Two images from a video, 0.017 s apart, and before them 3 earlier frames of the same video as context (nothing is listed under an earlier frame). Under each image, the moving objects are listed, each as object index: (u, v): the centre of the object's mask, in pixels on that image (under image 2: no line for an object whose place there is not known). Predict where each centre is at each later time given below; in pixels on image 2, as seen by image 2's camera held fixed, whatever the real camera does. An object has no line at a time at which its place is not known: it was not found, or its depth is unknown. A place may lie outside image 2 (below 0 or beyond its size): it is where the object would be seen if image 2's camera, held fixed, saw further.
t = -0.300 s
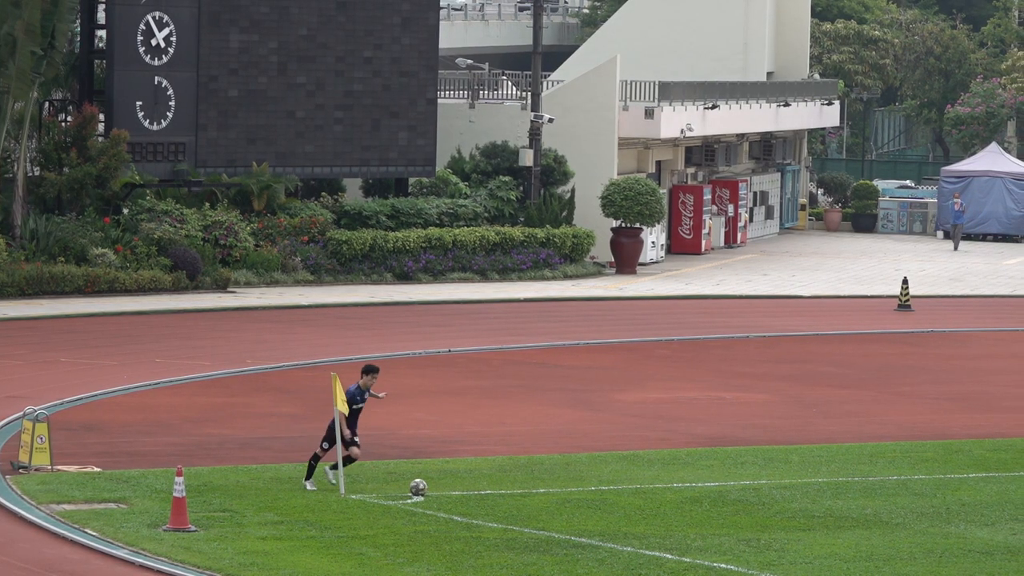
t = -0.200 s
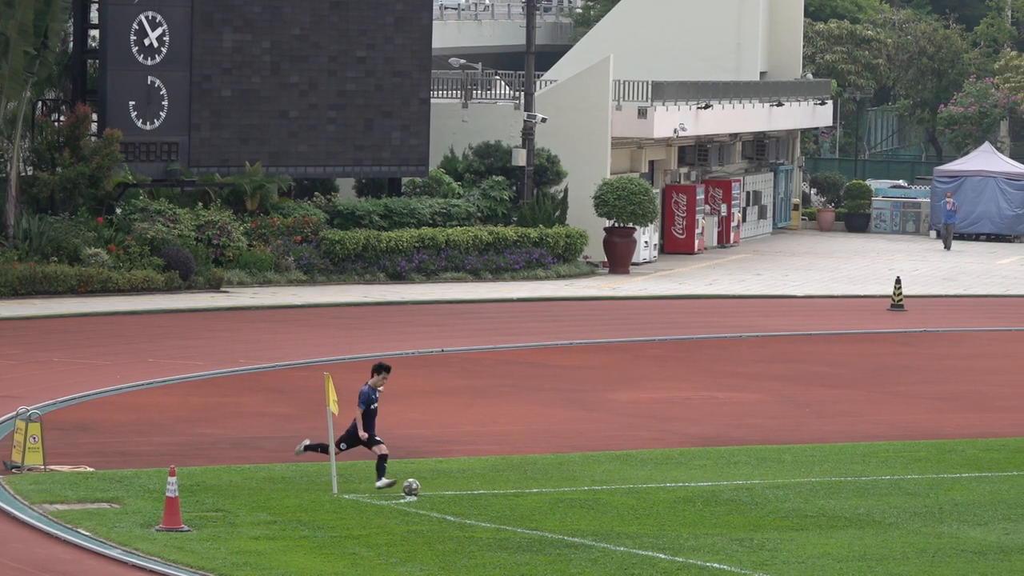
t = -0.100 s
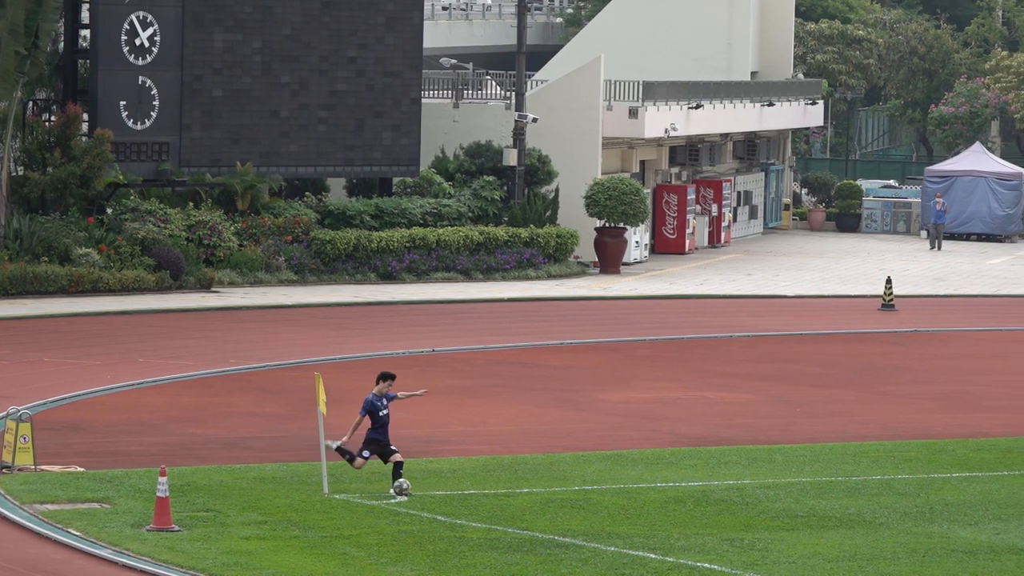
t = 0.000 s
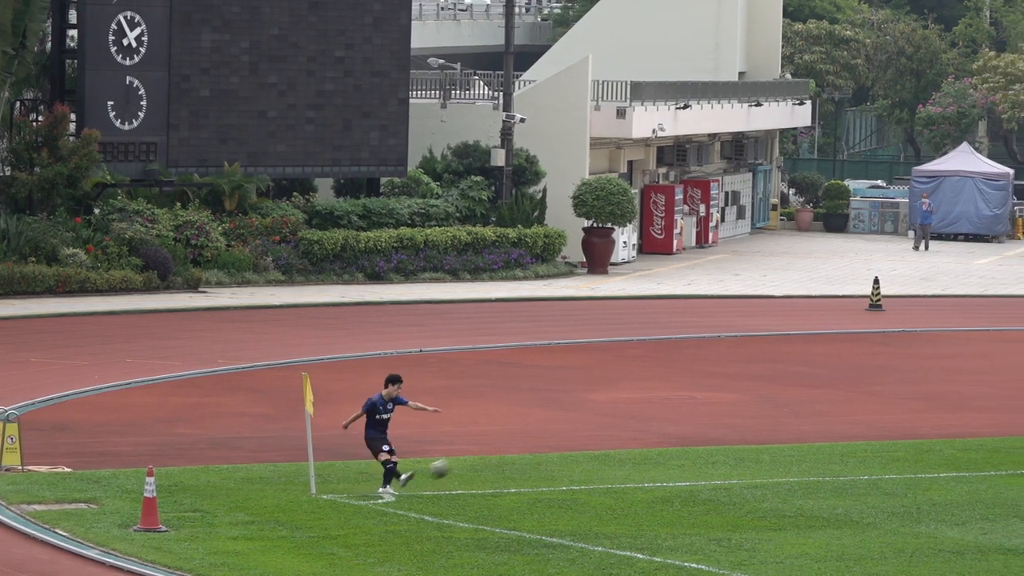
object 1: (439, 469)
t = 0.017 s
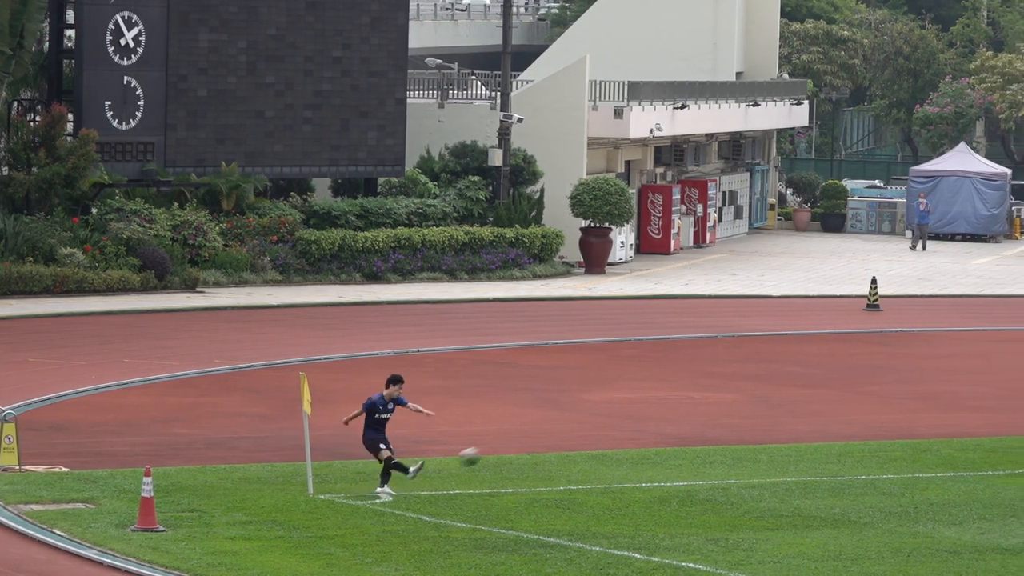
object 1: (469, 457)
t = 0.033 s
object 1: (503, 445)
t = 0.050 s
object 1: (536, 433)
